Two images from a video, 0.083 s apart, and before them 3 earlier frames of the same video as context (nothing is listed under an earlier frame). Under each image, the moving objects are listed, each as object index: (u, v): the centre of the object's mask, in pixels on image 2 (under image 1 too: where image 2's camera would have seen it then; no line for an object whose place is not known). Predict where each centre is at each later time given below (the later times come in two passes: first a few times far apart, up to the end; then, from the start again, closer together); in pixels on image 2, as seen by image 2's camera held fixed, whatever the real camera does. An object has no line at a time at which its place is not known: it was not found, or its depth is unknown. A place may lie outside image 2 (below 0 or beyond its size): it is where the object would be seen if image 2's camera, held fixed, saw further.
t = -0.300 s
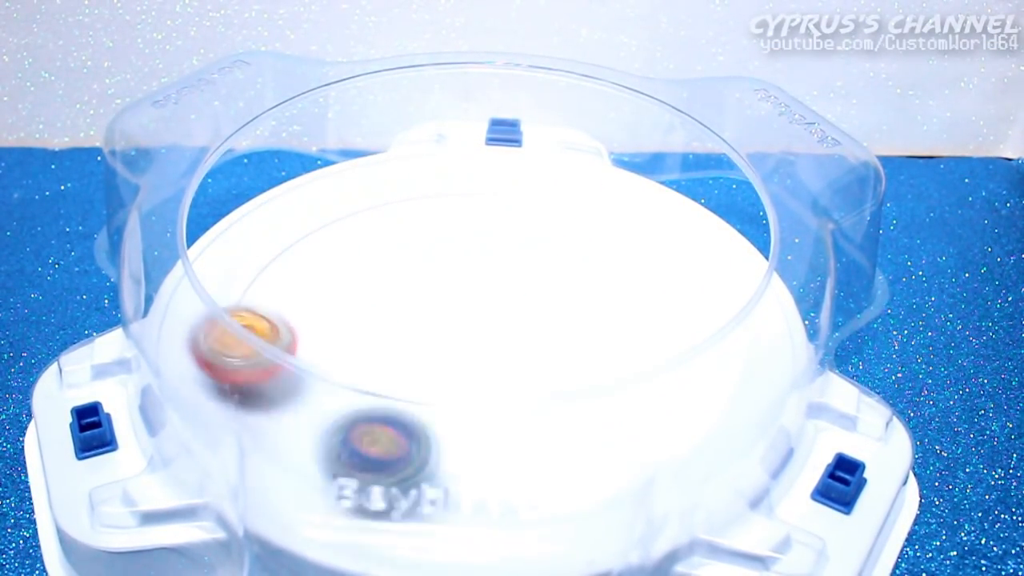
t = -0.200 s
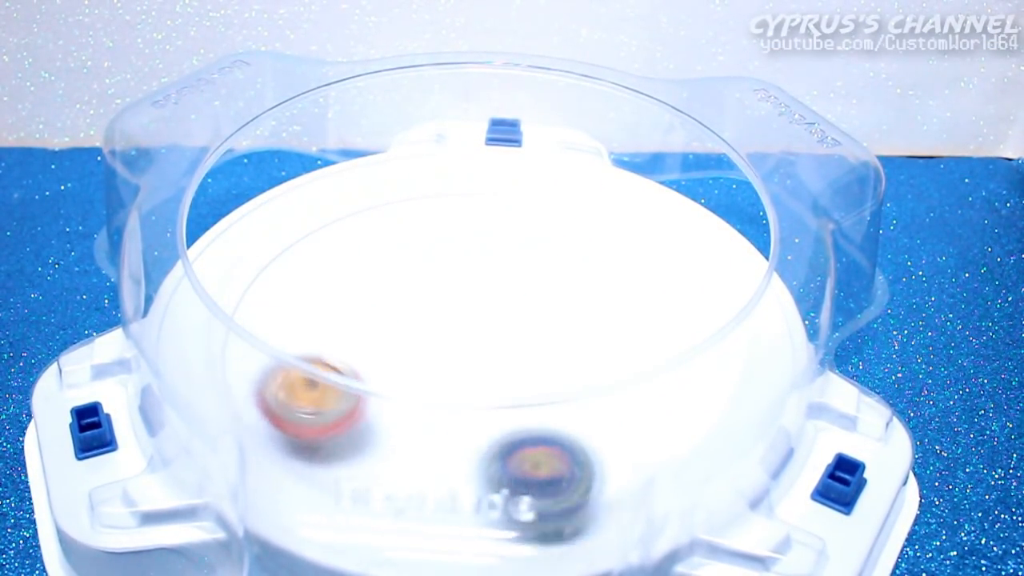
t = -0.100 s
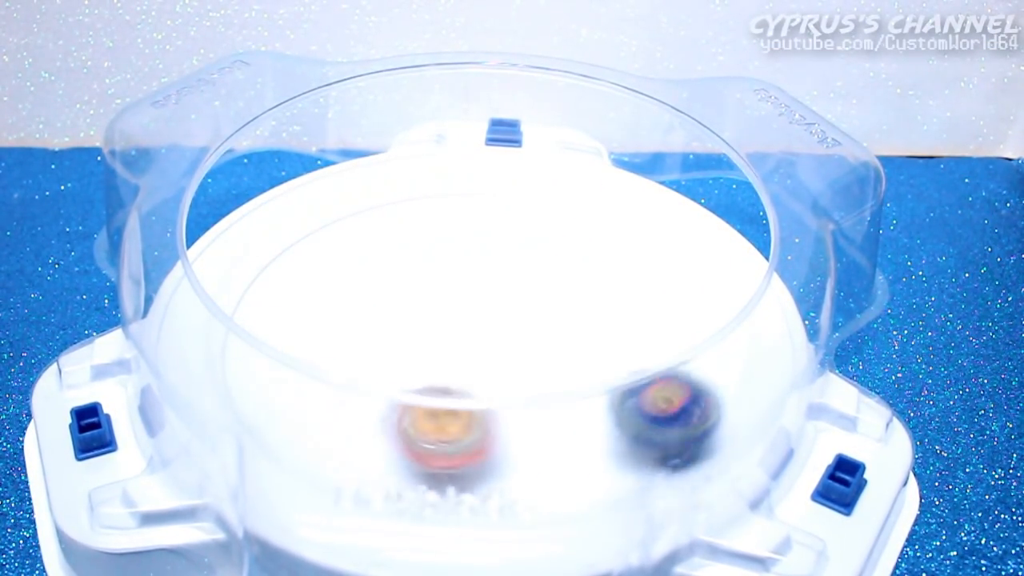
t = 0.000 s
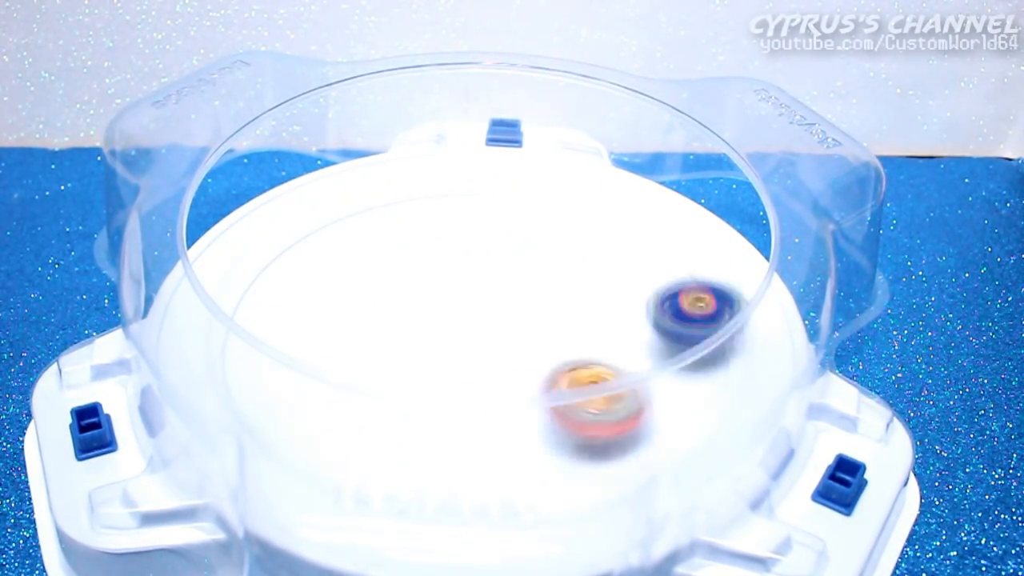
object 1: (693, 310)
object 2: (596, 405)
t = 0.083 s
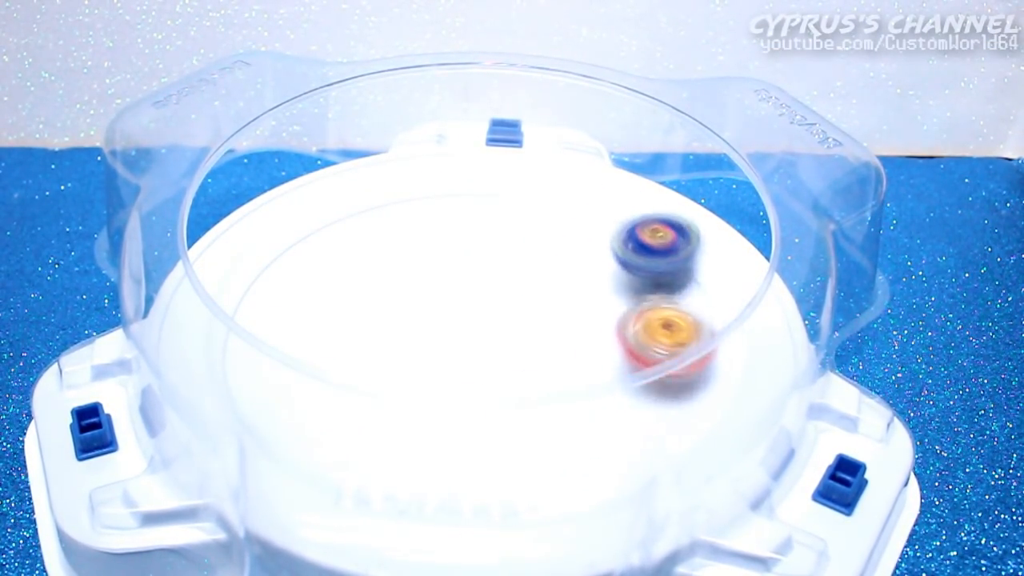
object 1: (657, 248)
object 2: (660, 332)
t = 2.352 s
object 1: (375, 291)
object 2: (490, 209)
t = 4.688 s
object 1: (565, 355)
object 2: (377, 318)
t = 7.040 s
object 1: (454, 316)
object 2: (566, 282)
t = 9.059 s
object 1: (546, 354)
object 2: (493, 284)
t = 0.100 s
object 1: (642, 237)
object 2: (669, 323)
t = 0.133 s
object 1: (609, 219)
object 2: (683, 307)
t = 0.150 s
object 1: (591, 214)
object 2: (685, 295)
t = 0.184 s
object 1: (552, 205)
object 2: (682, 272)
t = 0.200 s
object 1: (532, 202)
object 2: (678, 262)
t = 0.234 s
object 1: (491, 199)
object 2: (664, 239)
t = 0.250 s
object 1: (471, 199)
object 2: (653, 228)
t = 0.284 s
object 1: (433, 203)
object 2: (628, 208)
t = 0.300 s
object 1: (414, 207)
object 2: (614, 201)
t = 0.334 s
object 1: (380, 220)
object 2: (583, 191)
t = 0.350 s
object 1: (365, 228)
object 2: (567, 185)
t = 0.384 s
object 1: (338, 245)
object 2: (535, 175)
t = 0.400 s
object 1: (325, 256)
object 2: (516, 175)
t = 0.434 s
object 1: (306, 279)
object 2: (481, 175)
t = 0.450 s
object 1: (299, 290)
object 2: (464, 178)
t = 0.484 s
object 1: (293, 313)
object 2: (430, 187)
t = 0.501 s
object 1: (296, 321)
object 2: (413, 193)
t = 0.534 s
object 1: (306, 345)
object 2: (380, 210)
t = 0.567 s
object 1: (318, 374)
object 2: (349, 233)
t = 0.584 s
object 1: (326, 392)
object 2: (335, 246)
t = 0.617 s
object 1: (348, 421)
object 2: (312, 276)
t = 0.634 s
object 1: (364, 428)
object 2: (303, 292)
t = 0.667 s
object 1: (403, 443)
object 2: (298, 320)
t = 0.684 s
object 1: (425, 446)
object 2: (302, 329)
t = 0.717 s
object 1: (471, 452)
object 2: (303, 369)
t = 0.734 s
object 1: (493, 451)
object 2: (310, 388)
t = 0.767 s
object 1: (539, 446)
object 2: (331, 423)
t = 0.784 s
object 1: (561, 442)
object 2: (348, 435)
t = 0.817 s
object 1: (599, 432)
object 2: (387, 466)
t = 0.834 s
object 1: (616, 427)
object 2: (404, 473)
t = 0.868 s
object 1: (635, 399)
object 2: (451, 484)
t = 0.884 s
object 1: (641, 386)
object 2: (472, 486)
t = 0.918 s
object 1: (647, 369)
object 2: (518, 484)
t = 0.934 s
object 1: (642, 344)
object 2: (541, 483)
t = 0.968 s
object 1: (644, 331)
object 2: (590, 467)
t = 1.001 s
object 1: (641, 314)
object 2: (631, 448)
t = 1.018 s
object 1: (636, 305)
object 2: (652, 435)
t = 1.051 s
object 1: (618, 287)
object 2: (686, 412)
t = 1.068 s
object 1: (608, 279)
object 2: (698, 399)
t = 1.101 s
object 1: (583, 264)
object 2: (713, 369)
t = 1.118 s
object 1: (570, 258)
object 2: (718, 352)
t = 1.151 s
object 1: (543, 247)
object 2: (717, 317)
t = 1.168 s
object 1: (529, 243)
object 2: (707, 301)
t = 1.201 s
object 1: (498, 239)
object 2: (701, 283)
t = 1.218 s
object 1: (482, 237)
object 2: (691, 272)
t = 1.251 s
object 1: (449, 238)
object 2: (664, 252)
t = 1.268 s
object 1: (434, 240)
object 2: (648, 243)
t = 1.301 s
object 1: (405, 245)
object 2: (608, 229)
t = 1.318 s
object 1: (391, 249)
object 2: (588, 225)
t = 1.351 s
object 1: (366, 260)
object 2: (541, 217)
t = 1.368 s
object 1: (356, 265)
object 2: (517, 215)
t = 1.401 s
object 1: (339, 279)
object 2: (467, 215)
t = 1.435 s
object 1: (327, 294)
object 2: (418, 219)
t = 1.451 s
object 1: (322, 303)
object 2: (394, 222)
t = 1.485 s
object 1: (318, 321)
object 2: (348, 233)
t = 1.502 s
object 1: (320, 327)
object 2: (327, 239)
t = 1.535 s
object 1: (331, 341)
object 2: (290, 253)
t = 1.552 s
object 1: (340, 348)
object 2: (273, 264)
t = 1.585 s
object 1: (351, 378)
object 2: (249, 283)
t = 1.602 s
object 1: (359, 390)
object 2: (246, 288)
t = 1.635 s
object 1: (380, 409)
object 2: (225, 315)
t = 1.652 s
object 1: (391, 414)
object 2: (225, 329)
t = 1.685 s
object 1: (418, 422)
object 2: (237, 352)
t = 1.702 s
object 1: (433, 424)
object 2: (244, 365)
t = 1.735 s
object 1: (465, 423)
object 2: (257, 392)
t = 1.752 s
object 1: (482, 420)
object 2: (266, 403)
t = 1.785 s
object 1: (509, 413)
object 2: (292, 424)
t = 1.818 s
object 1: (531, 404)
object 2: (333, 444)
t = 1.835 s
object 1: (539, 397)
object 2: (362, 464)
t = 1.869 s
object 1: (551, 383)
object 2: (405, 477)
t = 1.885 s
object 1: (553, 367)
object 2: (430, 481)
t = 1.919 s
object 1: (561, 358)
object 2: (480, 483)
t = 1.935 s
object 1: (565, 352)
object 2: (501, 480)
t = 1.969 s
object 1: (567, 337)
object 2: (548, 465)
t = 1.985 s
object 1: (567, 329)
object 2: (569, 459)
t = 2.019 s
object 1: (560, 315)
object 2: (605, 440)
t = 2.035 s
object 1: (555, 309)
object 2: (620, 428)
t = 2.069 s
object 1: (540, 298)
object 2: (642, 400)
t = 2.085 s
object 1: (532, 292)
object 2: (650, 386)
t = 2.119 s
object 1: (514, 282)
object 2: (655, 358)
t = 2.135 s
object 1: (505, 278)
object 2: (650, 336)
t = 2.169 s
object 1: (484, 271)
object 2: (649, 319)
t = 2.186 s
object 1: (474, 269)
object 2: (643, 305)
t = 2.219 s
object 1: (451, 267)
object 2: (624, 281)
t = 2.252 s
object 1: (429, 268)
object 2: (597, 257)
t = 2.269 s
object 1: (418, 270)
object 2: (582, 247)
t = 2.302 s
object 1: (399, 275)
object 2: (547, 229)
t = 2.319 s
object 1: (390, 280)
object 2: (528, 222)
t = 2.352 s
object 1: (375, 291)
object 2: (490, 209)
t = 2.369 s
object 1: (370, 297)
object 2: (469, 203)
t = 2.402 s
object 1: (361, 311)
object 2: (425, 196)
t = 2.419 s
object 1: (359, 320)
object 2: (404, 194)
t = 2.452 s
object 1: (361, 335)
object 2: (363, 195)
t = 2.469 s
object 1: (365, 343)
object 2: (344, 196)
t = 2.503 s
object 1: (380, 356)
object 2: (311, 205)
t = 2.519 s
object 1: (388, 371)
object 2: (301, 215)
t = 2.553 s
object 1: (407, 385)
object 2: (280, 244)
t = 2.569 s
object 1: (420, 390)
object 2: (271, 256)
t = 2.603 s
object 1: (448, 398)
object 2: (254, 283)
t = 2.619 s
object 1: (463, 401)
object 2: (252, 292)
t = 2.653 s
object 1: (493, 401)
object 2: (241, 319)
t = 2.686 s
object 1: (521, 397)
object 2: (241, 342)
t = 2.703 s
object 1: (535, 392)
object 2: (244, 352)
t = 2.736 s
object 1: (559, 380)
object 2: (254, 369)
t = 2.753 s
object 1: (565, 365)
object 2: (261, 376)
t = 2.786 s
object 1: (583, 354)
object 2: (278, 396)
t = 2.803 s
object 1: (588, 347)
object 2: (289, 403)
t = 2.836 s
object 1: (595, 330)
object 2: (318, 415)
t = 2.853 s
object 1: (596, 322)
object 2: (336, 421)
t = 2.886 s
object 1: (592, 303)
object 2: (379, 432)
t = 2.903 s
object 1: (587, 295)
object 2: (403, 436)
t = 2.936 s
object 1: (577, 282)
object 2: (449, 439)
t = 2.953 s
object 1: (570, 276)
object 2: (470, 432)
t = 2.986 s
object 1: (554, 269)
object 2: (508, 424)
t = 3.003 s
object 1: (545, 267)
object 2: (524, 418)
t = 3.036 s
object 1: (525, 262)
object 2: (550, 404)
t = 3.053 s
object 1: (515, 260)
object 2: (561, 394)
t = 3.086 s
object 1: (493, 258)
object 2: (580, 372)
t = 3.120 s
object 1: (471, 258)
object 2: (594, 346)
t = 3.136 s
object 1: (459, 259)
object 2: (599, 334)
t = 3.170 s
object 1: (437, 264)
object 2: (604, 306)
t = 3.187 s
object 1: (426, 267)
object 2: (602, 292)
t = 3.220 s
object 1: (407, 275)
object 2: (594, 265)
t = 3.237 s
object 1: (400, 282)
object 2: (587, 253)
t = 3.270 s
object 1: (386, 296)
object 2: (568, 231)
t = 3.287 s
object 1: (380, 302)
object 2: (555, 222)
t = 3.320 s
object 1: (373, 319)
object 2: (527, 206)
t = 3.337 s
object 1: (371, 328)
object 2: (511, 200)
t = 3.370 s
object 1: (373, 345)
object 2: (478, 191)
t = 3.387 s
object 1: (379, 352)
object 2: (463, 188)
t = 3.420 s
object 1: (390, 369)
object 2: (429, 186)
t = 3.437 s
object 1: (400, 381)
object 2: (412, 188)
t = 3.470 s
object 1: (420, 394)
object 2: (379, 197)
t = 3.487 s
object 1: (432, 401)
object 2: (363, 202)
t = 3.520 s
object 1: (459, 408)
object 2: (335, 217)
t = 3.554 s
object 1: (487, 412)
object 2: (312, 239)
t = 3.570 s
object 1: (504, 412)
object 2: (302, 250)
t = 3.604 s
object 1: (533, 409)
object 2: (289, 278)
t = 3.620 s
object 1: (547, 405)
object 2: (287, 292)
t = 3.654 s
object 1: (570, 394)
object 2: (289, 314)
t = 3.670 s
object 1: (581, 387)
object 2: (296, 323)
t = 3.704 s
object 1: (593, 372)
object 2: (309, 352)
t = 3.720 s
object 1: (593, 357)
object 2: (319, 367)
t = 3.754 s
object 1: (600, 345)
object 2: (346, 397)
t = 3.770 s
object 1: (601, 339)
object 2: (362, 410)
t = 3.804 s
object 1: (600, 321)
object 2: (398, 433)
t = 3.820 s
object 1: (597, 313)
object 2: (417, 440)
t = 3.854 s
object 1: (588, 298)
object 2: (461, 447)
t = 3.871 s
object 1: (581, 291)
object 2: (481, 447)
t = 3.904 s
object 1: (563, 278)
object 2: (526, 445)
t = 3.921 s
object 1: (552, 272)
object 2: (550, 442)
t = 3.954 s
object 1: (528, 264)
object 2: (594, 431)
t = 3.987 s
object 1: (502, 259)
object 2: (634, 416)
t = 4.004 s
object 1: (489, 258)
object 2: (651, 406)
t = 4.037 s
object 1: (461, 258)
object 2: (667, 376)
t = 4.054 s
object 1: (448, 259)
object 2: (671, 359)
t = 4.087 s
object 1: (422, 263)
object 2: (680, 336)
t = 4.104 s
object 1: (409, 266)
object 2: (677, 325)
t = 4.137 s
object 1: (387, 275)
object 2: (680, 312)
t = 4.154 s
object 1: (378, 280)
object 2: (678, 304)
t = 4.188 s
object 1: (360, 292)
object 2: (666, 288)
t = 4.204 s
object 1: (352, 298)
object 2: (659, 281)
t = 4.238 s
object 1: (341, 312)
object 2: (640, 268)
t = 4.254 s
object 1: (340, 320)
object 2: (629, 263)
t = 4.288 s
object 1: (339, 333)
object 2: (605, 254)
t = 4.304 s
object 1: (342, 337)
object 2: (592, 251)
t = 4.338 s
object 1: (355, 349)
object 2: (568, 246)
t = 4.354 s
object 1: (360, 362)
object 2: (554, 244)
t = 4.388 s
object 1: (379, 377)
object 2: (531, 243)
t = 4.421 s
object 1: (399, 390)
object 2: (508, 245)
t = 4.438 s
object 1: (410, 396)
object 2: (497, 247)
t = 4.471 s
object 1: (434, 403)
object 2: (476, 252)
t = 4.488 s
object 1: (445, 406)
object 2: (465, 255)
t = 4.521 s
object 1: (471, 406)
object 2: (445, 263)
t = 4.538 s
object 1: (484, 405)
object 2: (436, 267)
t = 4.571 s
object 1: (510, 400)
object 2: (418, 277)
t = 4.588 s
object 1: (522, 396)
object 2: (410, 281)
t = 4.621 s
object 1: (542, 386)
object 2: (397, 293)
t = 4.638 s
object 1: (546, 370)
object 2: (392, 299)
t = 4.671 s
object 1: (561, 361)
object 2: (382, 311)
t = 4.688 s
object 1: (565, 355)
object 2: (377, 318)
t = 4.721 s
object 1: (571, 341)
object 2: (372, 332)
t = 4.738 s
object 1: (573, 331)
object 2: (370, 338)
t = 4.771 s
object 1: (572, 315)
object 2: (373, 348)
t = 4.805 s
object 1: (566, 299)
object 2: (380, 356)
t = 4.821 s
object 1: (559, 291)
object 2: (385, 360)
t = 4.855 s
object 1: (545, 277)
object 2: (391, 377)
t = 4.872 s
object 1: (536, 272)
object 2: (396, 384)
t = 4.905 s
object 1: (517, 262)
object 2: (409, 391)
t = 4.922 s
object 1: (507, 258)
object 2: (416, 403)
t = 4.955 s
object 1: (483, 252)
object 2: (429, 409)
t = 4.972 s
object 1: (472, 250)
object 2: (437, 411)
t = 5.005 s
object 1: (449, 248)
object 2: (452, 414)
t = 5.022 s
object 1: (437, 248)
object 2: (461, 414)
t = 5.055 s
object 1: (416, 250)
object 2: (477, 413)
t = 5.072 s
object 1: (404, 253)
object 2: (485, 412)
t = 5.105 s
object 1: (385, 260)
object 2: (499, 409)
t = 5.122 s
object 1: (376, 264)
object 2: (504, 409)
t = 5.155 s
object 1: (359, 275)
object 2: (514, 396)
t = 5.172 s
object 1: (354, 282)
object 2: (517, 395)
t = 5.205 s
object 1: (343, 295)
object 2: (522, 387)
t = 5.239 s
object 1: (338, 312)
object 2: (522, 372)
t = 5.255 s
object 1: (339, 321)
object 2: (524, 370)
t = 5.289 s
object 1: (346, 337)
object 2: (524, 366)
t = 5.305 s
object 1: (353, 344)
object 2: (525, 364)
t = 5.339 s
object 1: (368, 363)
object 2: (523, 359)
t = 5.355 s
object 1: (376, 372)
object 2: (521, 356)
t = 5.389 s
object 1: (400, 384)
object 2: (518, 351)
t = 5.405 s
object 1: (411, 388)
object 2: (515, 347)
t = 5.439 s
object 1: (438, 396)
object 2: (510, 343)
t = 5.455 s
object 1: (447, 399)
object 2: (508, 339)
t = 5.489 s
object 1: (470, 405)
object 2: (507, 332)
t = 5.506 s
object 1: (481, 406)
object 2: (504, 329)
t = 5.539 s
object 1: (507, 405)
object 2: (502, 324)
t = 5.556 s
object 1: (520, 403)
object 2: (500, 322)
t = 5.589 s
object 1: (543, 398)
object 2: (496, 318)
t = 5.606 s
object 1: (554, 392)
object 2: (494, 316)
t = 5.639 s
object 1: (572, 382)
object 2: (489, 313)
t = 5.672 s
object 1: (579, 360)
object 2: (484, 311)
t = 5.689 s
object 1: (583, 356)
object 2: (482, 311)
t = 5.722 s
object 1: (587, 344)
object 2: (477, 311)
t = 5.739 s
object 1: (590, 340)
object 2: (475, 312)
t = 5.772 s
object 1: (589, 322)
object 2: (471, 313)
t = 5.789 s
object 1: (588, 314)
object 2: (470, 316)
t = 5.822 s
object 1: (577, 300)
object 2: (466, 319)
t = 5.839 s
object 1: (572, 294)
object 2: (465, 322)
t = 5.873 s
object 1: (555, 284)
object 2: (461, 325)
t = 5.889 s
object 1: (546, 280)
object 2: (459, 328)
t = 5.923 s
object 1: (525, 272)
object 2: (457, 330)
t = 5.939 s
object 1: (516, 270)
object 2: (456, 332)
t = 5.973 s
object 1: (493, 266)
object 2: (455, 332)
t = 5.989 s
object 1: (483, 264)
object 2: (454, 333)
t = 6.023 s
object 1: (468, 255)
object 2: (447, 342)
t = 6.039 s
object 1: (460, 251)
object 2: (445, 348)
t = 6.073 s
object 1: (443, 243)
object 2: (447, 354)
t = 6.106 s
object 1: (426, 238)
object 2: (454, 361)
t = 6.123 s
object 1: (418, 236)
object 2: (458, 363)
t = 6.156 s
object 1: (400, 235)
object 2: (467, 367)
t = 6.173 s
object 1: (392, 236)
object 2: (472, 369)
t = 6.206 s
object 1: (375, 239)
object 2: (483, 371)
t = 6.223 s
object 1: (368, 242)
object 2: (487, 372)
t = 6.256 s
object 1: (354, 249)
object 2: (496, 372)
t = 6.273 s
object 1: (349, 253)
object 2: (500, 372)
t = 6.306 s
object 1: (343, 265)
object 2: (506, 372)
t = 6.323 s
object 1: (342, 272)
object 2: (509, 372)
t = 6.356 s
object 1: (343, 284)
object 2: (512, 370)
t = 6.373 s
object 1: (344, 290)
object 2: (513, 369)
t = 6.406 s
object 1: (348, 304)
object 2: (513, 367)
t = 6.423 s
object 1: (351, 310)
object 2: (513, 365)
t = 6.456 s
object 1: (362, 323)
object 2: (511, 362)
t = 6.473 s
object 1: (369, 331)
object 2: (511, 359)
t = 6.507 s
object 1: (388, 345)
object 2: (508, 354)
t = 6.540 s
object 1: (399, 350)
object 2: (518, 349)
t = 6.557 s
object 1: (402, 352)
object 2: (526, 347)
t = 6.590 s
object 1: (415, 356)
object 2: (538, 343)
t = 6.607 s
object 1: (422, 358)
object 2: (544, 341)
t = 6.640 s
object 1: (439, 360)
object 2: (550, 338)
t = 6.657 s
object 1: (449, 360)
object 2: (553, 336)
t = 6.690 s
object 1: (447, 359)
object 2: (571, 331)
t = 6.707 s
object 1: (443, 360)
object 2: (581, 328)
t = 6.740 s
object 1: (439, 360)
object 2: (596, 320)
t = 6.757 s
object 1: (441, 360)
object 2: (601, 317)
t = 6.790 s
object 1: (446, 359)
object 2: (607, 308)
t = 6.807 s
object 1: (448, 358)
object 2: (609, 305)
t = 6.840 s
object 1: (454, 354)
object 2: (611, 296)
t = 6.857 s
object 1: (456, 351)
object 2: (610, 293)
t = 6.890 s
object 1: (459, 345)
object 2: (606, 286)
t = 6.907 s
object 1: (461, 342)
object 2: (604, 284)
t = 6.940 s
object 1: (462, 336)
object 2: (597, 280)
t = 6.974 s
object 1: (462, 329)
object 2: (589, 279)
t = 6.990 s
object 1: (461, 325)
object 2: (584, 279)
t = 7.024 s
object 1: (457, 319)
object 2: (573, 281)
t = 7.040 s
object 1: (454, 316)
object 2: (566, 282)
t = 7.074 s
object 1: (447, 312)
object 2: (555, 285)
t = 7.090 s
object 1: (444, 310)
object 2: (549, 287)
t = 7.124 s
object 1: (435, 308)
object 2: (538, 291)
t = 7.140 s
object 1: (417, 307)
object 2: (543, 293)
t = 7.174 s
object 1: (365, 303)
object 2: (562, 295)
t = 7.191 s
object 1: (344, 302)
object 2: (569, 297)
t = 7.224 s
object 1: (305, 301)
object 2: (577, 300)
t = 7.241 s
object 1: (289, 301)
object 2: (580, 300)
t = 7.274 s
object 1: (266, 302)
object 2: (581, 304)
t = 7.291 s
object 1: (258, 301)
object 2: (580, 307)
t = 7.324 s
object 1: (250, 303)
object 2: (579, 310)
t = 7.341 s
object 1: (235, 309)
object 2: (577, 312)
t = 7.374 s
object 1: (237, 321)
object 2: (573, 317)
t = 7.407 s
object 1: (246, 330)
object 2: (569, 321)
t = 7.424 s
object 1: (250, 333)
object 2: (567, 323)
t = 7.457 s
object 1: (257, 336)
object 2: (564, 327)
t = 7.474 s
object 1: (260, 337)
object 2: (561, 330)
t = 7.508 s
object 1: (264, 336)
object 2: (557, 334)
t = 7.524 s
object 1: (268, 333)
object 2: (554, 336)
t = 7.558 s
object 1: (275, 328)
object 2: (549, 341)
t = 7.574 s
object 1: (283, 322)
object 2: (545, 344)
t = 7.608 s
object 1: (288, 320)
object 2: (538, 349)
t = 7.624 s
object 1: (292, 320)
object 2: (534, 352)
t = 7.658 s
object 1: (306, 321)
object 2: (526, 356)
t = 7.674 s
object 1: (313, 321)
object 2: (520, 359)
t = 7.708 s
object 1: (330, 320)
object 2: (511, 364)
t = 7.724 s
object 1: (338, 320)
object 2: (507, 366)
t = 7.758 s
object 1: (354, 318)
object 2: (496, 369)
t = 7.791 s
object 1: (368, 315)
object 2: (486, 372)
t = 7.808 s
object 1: (374, 313)
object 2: (481, 373)
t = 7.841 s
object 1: (387, 306)
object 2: (472, 376)
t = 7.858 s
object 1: (393, 303)
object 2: (466, 385)
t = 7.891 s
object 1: (405, 296)
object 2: (457, 388)
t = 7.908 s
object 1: (411, 293)
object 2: (453, 389)
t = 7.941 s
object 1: (423, 286)
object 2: (445, 392)
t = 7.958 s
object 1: (429, 283)
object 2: (440, 394)
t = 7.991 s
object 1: (440, 276)
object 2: (433, 395)
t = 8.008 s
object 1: (446, 273)
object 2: (430, 394)
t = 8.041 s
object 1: (456, 265)
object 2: (423, 393)
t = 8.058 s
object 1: (461, 261)
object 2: (420, 392)
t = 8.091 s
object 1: (470, 256)
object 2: (415, 389)
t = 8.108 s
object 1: (474, 252)
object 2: (414, 388)
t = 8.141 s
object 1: (482, 245)
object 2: (410, 384)
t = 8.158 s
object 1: (486, 243)
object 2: (410, 381)
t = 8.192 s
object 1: (492, 237)
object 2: (410, 369)
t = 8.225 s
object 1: (497, 233)
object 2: (409, 366)
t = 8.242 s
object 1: (498, 231)
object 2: (408, 365)
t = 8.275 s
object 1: (501, 229)
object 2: (409, 361)
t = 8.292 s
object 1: (503, 230)
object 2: (410, 360)
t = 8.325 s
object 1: (505, 232)
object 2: (410, 355)
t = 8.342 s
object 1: (505, 234)
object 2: (410, 352)
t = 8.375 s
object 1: (507, 241)
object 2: (411, 347)
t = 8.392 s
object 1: (508, 244)
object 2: (411, 343)
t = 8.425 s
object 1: (512, 253)
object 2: (412, 334)
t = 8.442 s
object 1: (513, 257)
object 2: (413, 331)
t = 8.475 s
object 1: (518, 266)
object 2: (414, 323)
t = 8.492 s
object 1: (521, 271)
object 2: (414, 319)
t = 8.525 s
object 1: (527, 280)
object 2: (416, 311)
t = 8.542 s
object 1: (530, 286)
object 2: (417, 308)
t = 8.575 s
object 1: (537, 295)
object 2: (419, 301)
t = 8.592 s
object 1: (541, 299)
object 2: (421, 299)
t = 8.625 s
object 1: (548, 308)
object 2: (424, 293)
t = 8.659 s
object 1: (556, 316)
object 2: (428, 288)
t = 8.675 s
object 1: (559, 321)
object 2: (429, 285)
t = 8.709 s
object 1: (567, 328)
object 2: (434, 281)
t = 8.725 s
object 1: (571, 331)
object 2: (436, 279)
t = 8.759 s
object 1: (580, 336)
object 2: (441, 275)
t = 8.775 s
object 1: (584, 338)
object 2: (444, 274)
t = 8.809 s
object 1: (592, 341)
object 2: (450, 271)
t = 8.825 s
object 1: (594, 342)
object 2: (452, 271)
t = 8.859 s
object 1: (598, 343)
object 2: (458, 271)
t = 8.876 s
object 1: (599, 344)
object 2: (461, 270)
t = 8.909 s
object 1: (597, 345)
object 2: (467, 271)
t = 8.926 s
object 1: (594, 346)
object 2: (470, 271)
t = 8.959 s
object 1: (585, 347)
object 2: (475, 273)
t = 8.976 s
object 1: (579, 348)
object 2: (477, 275)
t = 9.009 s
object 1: (567, 349)
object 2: (483, 278)
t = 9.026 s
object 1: (561, 351)
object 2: (487, 279)
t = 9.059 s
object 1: (546, 354)
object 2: (493, 284)
